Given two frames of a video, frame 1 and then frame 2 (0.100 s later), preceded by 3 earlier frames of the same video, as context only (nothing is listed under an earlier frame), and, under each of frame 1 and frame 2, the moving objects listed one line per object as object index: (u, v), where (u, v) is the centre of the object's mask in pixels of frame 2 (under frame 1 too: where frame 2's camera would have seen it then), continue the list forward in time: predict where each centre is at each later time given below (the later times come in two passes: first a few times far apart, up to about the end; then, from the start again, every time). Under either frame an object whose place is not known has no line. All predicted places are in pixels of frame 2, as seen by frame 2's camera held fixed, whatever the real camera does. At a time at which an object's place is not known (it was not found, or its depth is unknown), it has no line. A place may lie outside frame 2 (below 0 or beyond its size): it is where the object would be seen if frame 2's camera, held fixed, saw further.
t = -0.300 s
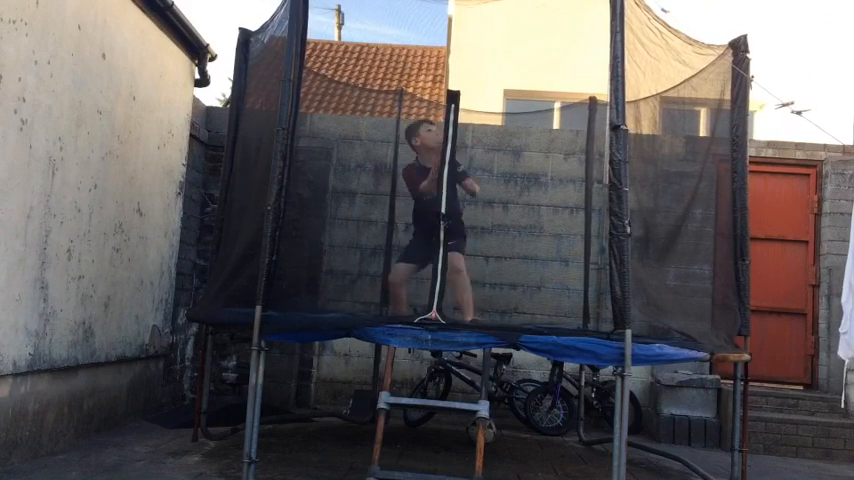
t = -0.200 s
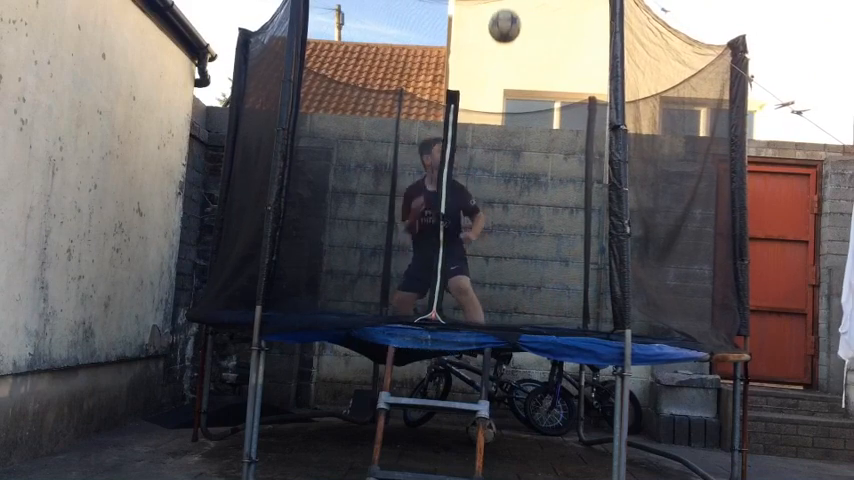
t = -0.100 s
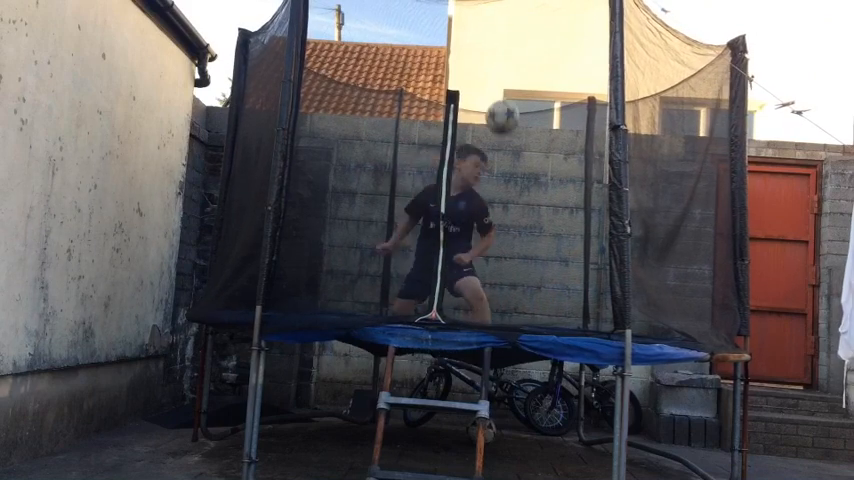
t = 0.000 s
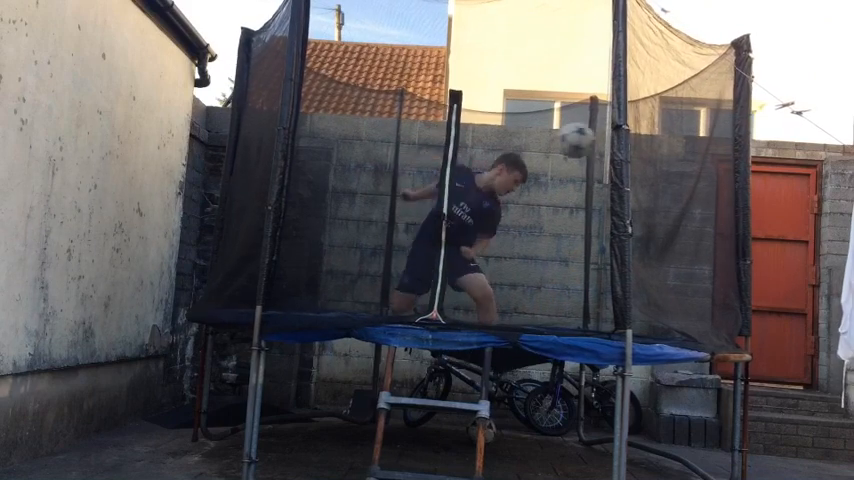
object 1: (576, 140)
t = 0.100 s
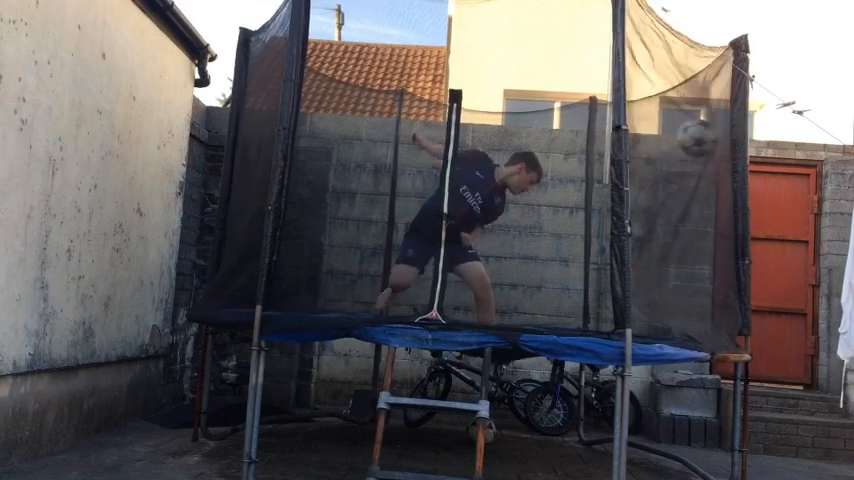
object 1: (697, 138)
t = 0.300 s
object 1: (731, 163)
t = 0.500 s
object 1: (662, 262)
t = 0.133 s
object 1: (730, 137)
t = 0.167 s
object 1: (749, 137)
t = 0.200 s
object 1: (755, 137)
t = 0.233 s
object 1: (751, 144)
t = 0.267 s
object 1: (742, 153)
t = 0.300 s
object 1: (731, 163)
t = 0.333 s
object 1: (721, 174)
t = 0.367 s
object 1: (707, 187)
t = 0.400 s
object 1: (696, 204)
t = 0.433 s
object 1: (685, 219)
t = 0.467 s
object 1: (673, 237)
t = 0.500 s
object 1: (662, 262)
